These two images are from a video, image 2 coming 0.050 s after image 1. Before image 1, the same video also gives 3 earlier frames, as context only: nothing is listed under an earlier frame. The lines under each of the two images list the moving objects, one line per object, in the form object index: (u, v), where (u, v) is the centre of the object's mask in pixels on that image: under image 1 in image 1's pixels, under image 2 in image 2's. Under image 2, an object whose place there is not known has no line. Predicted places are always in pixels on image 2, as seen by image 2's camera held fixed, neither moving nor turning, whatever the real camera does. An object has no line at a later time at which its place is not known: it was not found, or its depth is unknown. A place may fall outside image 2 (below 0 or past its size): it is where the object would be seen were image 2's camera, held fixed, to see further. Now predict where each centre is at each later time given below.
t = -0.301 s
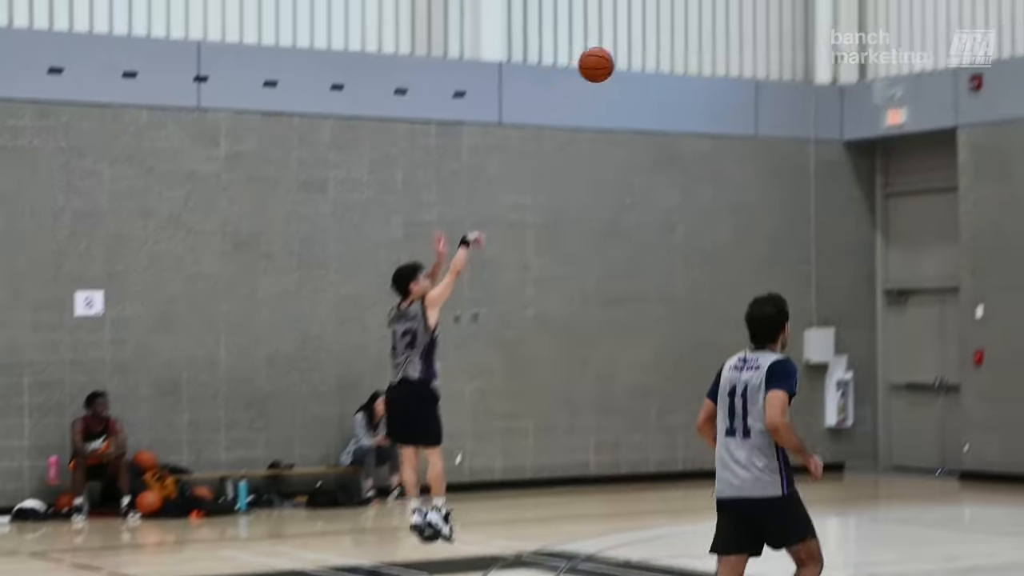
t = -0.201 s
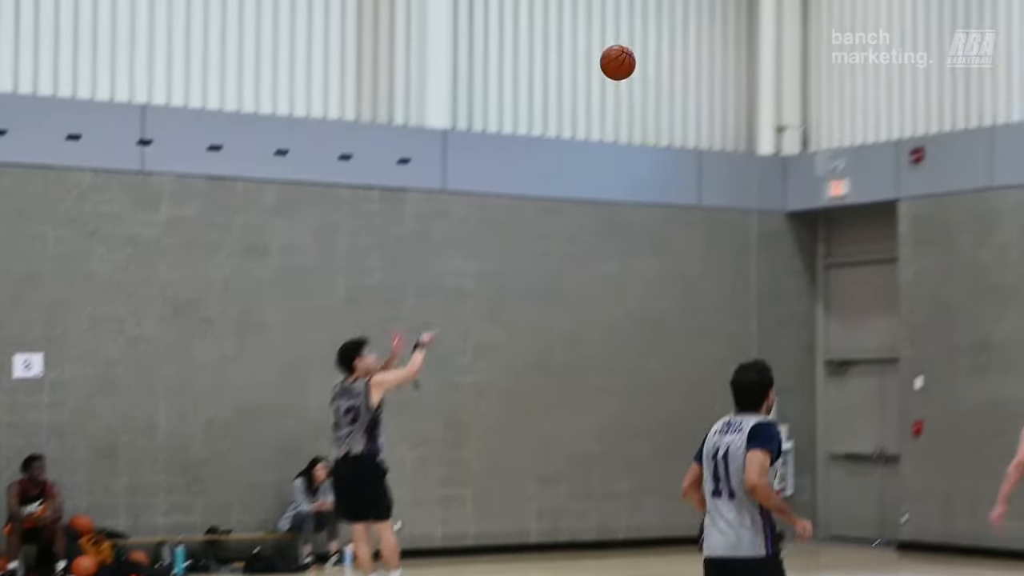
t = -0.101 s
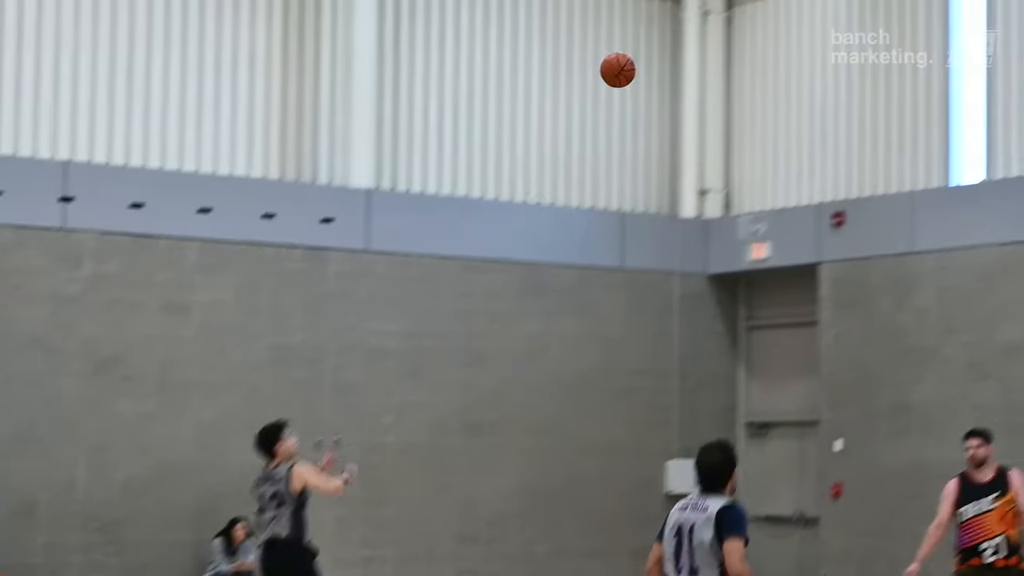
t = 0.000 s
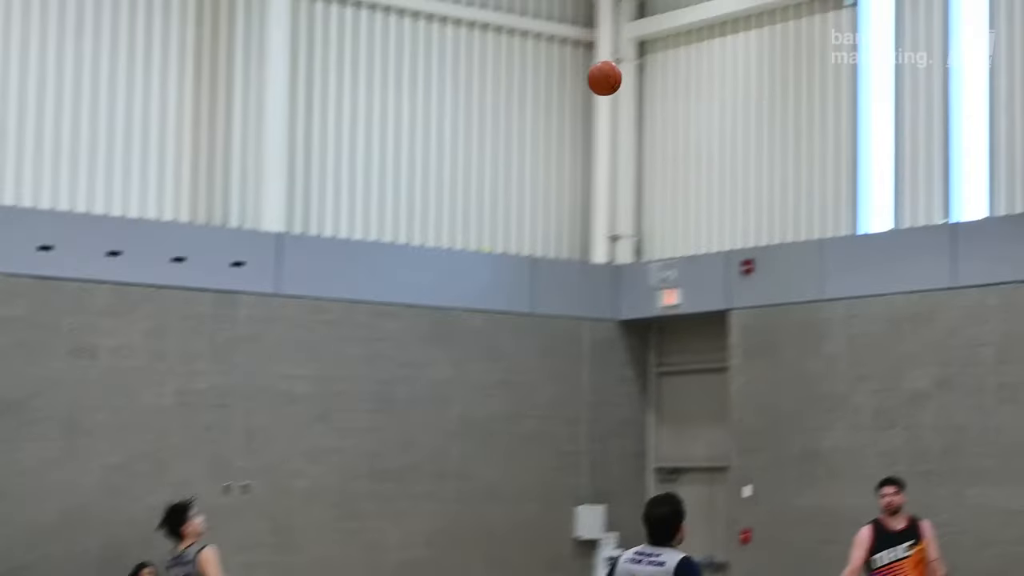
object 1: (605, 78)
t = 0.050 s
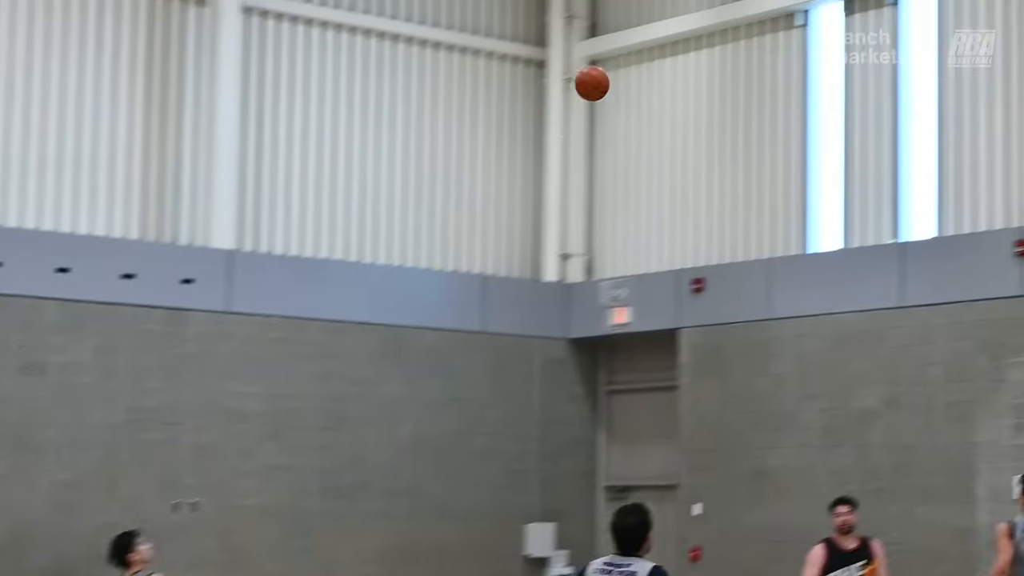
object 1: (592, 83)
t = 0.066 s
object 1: (604, 79)
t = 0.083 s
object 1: (615, 76)
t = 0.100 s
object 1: (627, 74)
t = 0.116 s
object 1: (639, 71)
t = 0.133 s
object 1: (651, 69)
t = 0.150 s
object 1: (662, 67)
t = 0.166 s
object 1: (674, 66)
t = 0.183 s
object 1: (685, 65)
